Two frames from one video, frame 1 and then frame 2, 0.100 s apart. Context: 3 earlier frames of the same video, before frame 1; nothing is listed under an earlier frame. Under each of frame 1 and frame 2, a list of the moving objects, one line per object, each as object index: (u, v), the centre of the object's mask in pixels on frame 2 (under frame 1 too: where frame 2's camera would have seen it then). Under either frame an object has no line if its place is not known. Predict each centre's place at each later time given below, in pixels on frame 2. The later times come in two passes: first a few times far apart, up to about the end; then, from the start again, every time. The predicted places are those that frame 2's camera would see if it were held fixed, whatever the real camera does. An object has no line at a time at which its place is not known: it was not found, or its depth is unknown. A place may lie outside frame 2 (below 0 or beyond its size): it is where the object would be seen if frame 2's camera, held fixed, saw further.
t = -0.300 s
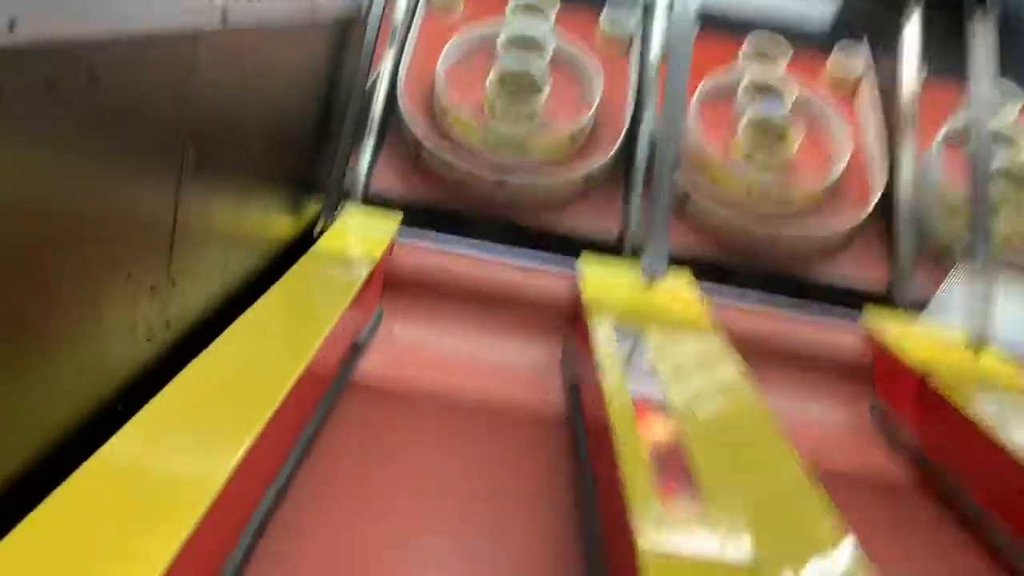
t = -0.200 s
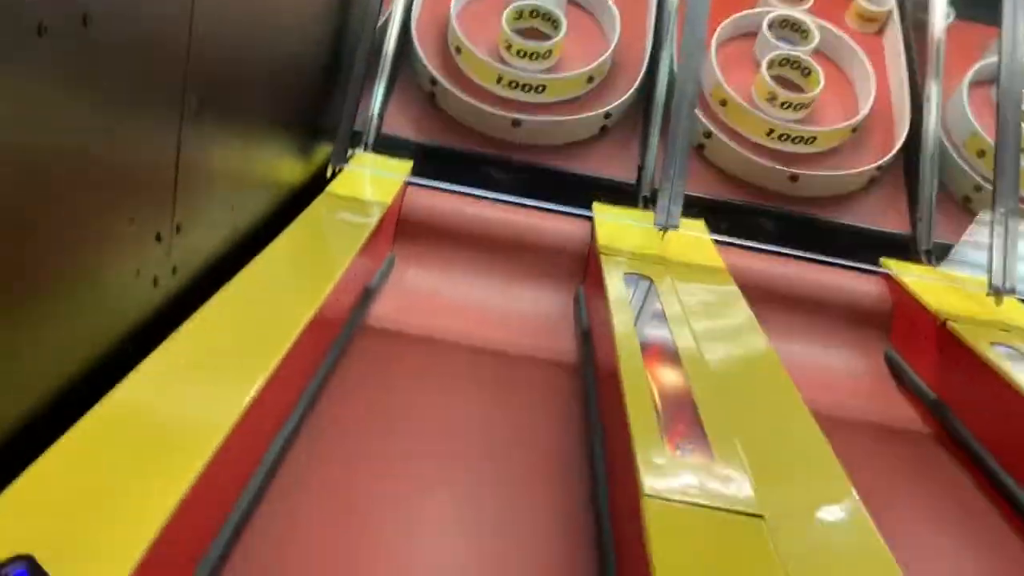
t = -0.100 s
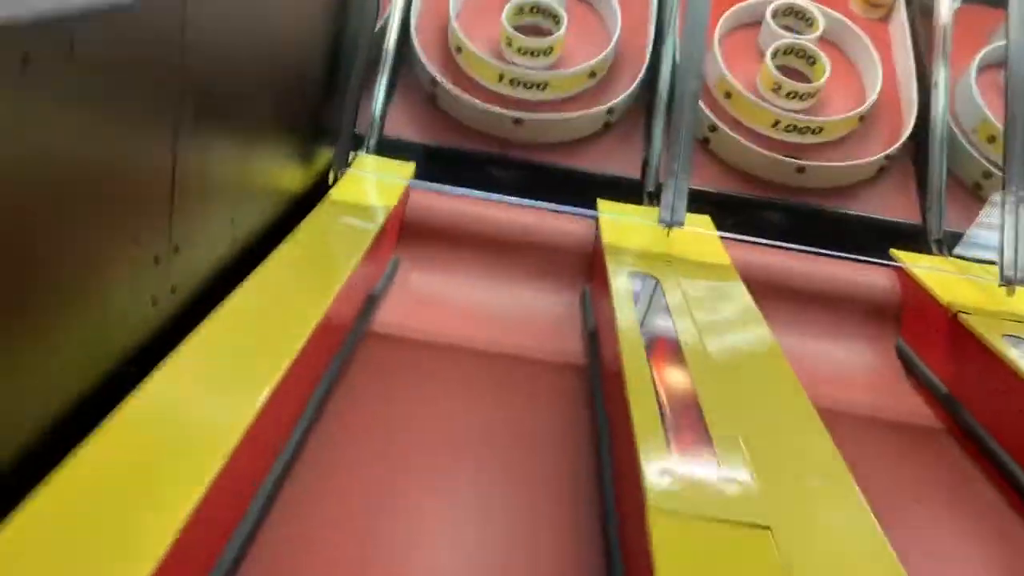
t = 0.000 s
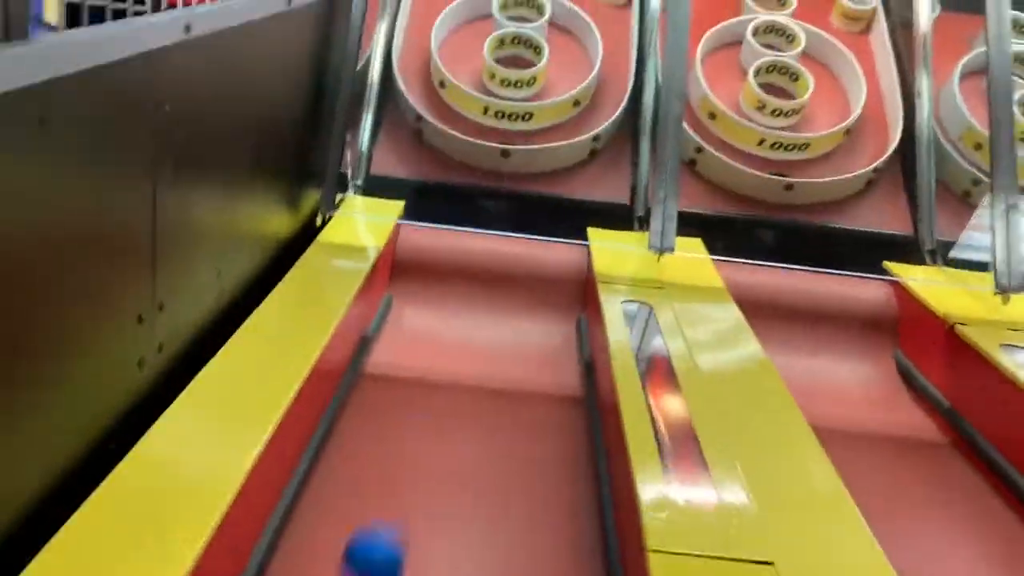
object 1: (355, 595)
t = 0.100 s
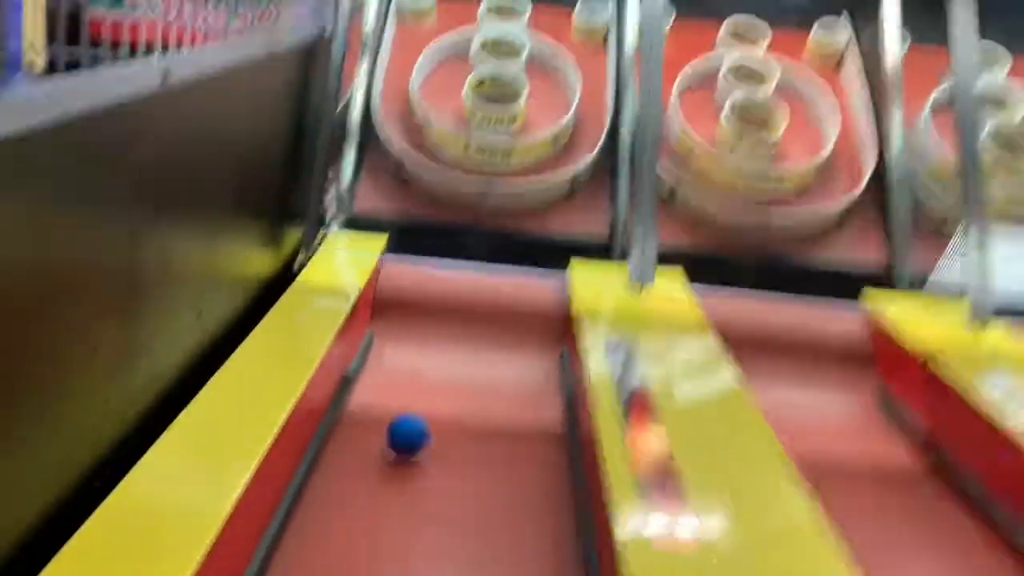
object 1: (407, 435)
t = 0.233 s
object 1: (444, 250)
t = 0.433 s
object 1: (481, 36)
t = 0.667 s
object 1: (499, 0)
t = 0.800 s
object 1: (505, 19)
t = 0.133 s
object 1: (417, 399)
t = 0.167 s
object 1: (426, 364)
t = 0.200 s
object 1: (436, 311)
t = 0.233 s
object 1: (444, 250)
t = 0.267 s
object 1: (453, 203)
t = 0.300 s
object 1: (459, 162)
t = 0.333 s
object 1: (465, 121)
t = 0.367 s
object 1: (471, 88)
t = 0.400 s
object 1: (475, 59)
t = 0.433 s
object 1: (481, 36)
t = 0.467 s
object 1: (484, 19)
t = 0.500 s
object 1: (488, 3)
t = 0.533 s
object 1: (492, -5)
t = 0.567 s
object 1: (495, -9)
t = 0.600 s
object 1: (496, -10)
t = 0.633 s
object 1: (498, -8)
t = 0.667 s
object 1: (499, 0)
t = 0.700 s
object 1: (500, 14)
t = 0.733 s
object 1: (502, 19)
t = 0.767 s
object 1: (503, 18)
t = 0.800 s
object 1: (505, 19)
